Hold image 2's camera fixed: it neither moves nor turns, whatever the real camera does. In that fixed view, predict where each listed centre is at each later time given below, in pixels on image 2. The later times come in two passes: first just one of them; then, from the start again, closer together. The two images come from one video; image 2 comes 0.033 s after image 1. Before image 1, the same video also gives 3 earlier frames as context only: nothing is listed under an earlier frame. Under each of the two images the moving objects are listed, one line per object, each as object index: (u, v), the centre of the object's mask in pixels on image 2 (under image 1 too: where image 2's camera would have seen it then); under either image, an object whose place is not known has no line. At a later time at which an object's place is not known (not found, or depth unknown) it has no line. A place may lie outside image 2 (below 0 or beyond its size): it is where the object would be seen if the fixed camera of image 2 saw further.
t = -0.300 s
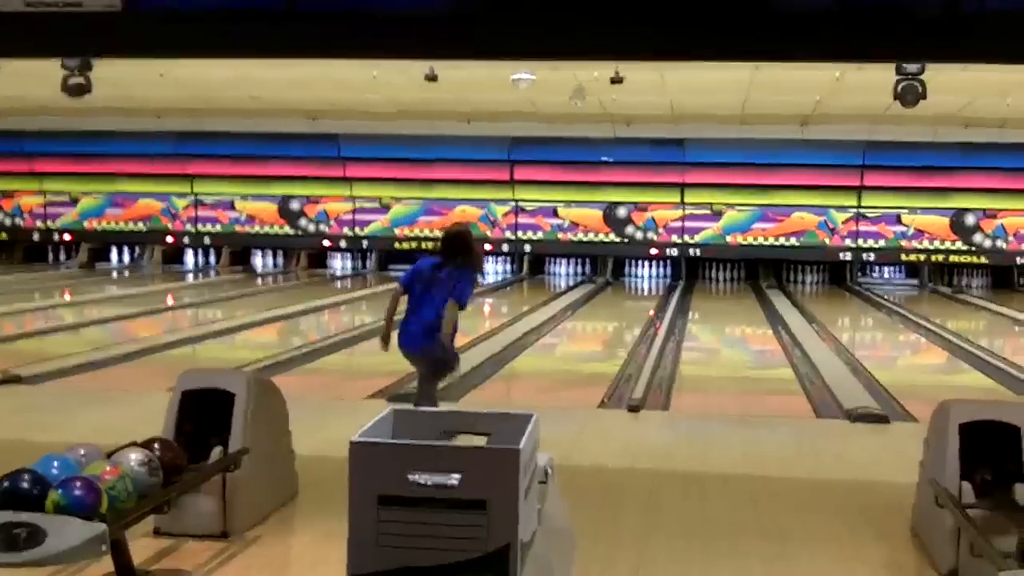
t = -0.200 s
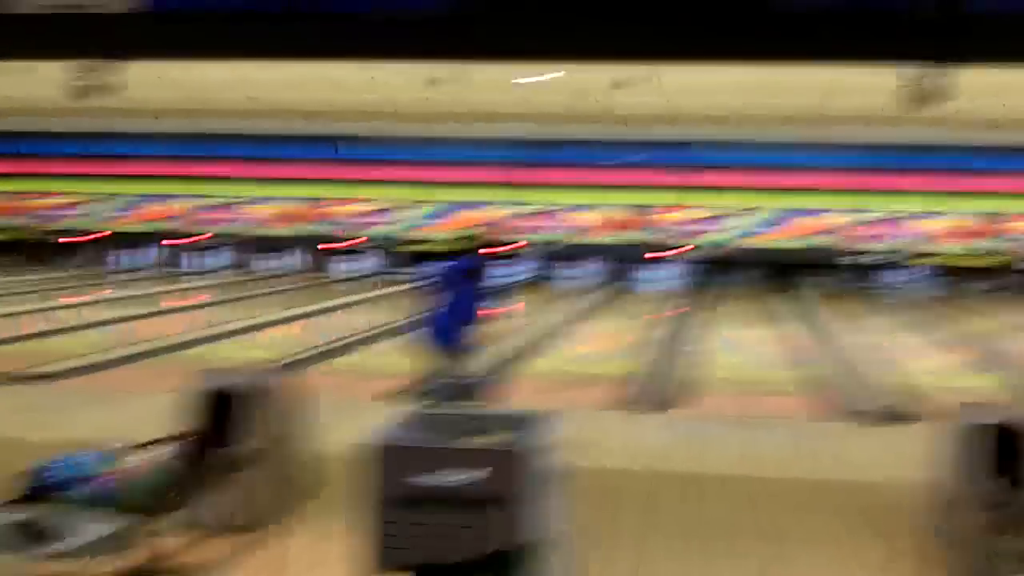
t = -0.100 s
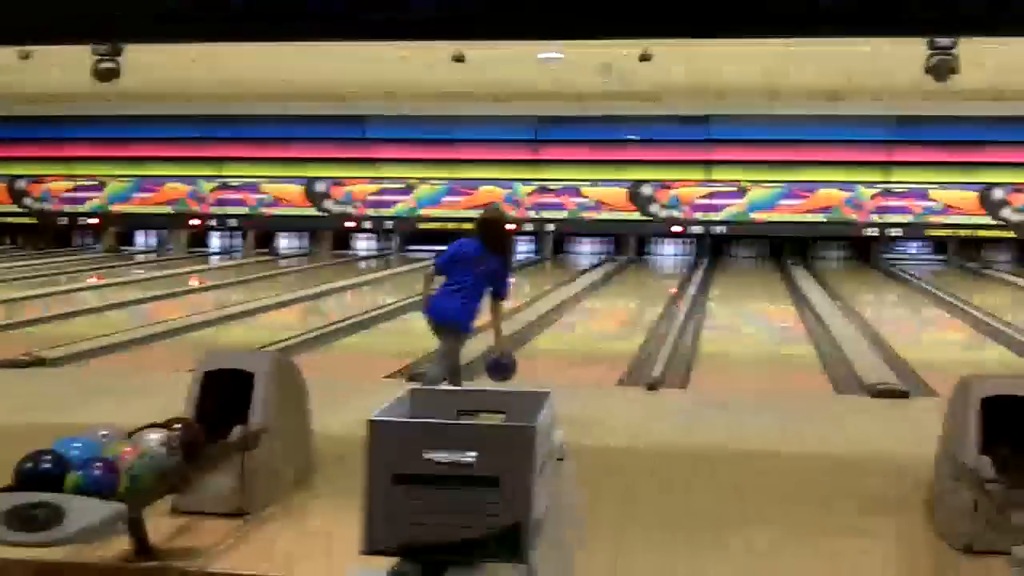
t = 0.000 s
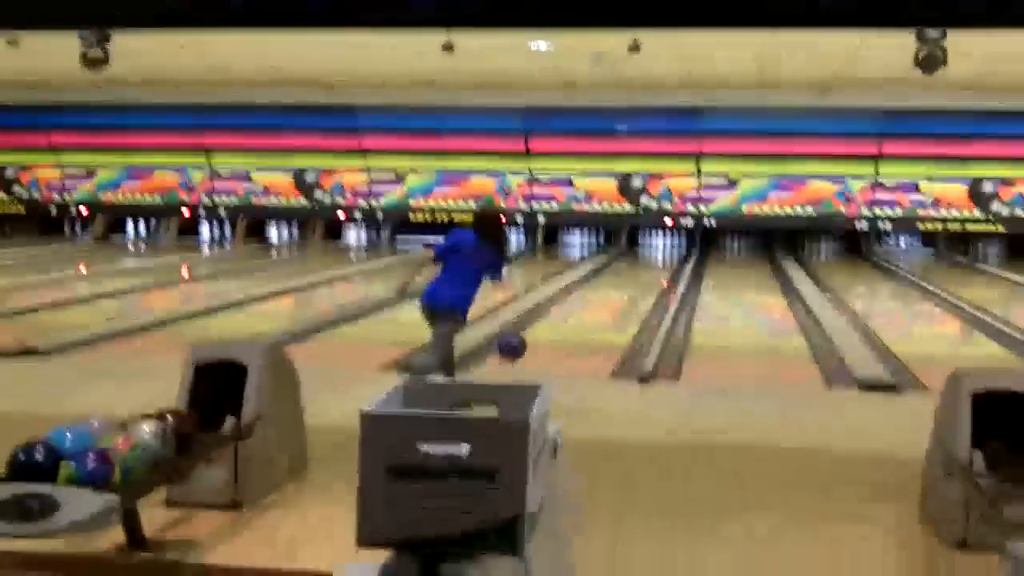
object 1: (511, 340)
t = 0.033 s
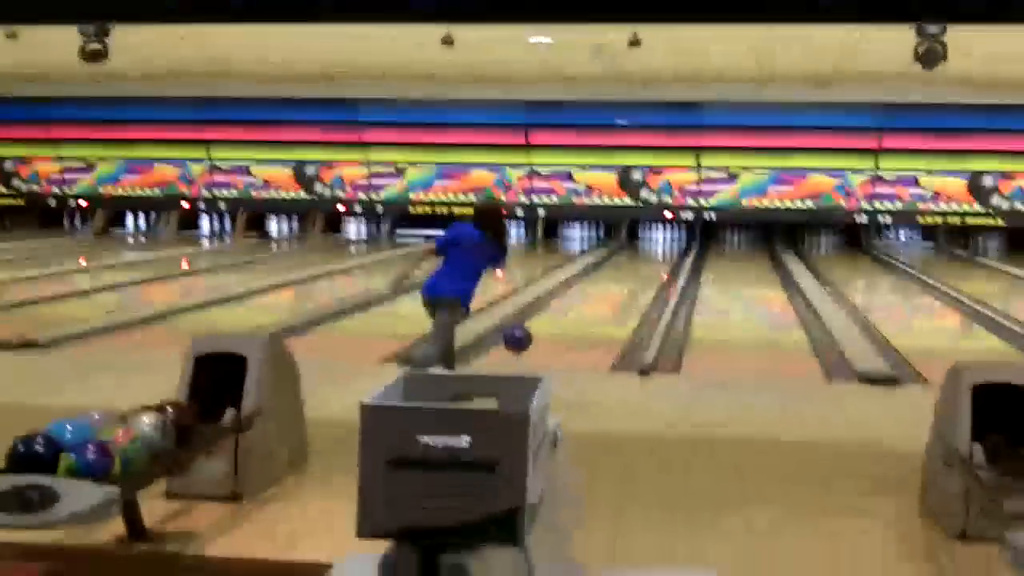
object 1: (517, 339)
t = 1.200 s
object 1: (628, 279)
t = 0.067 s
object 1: (523, 340)
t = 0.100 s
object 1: (528, 343)
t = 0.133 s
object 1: (534, 346)
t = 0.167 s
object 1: (539, 345)
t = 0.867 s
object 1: (608, 294)
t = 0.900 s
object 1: (609, 292)
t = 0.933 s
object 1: (611, 291)
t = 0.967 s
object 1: (614, 290)
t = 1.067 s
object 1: (620, 286)
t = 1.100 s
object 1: (621, 284)
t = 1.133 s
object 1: (624, 283)
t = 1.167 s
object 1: (626, 280)
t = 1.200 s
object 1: (628, 279)
